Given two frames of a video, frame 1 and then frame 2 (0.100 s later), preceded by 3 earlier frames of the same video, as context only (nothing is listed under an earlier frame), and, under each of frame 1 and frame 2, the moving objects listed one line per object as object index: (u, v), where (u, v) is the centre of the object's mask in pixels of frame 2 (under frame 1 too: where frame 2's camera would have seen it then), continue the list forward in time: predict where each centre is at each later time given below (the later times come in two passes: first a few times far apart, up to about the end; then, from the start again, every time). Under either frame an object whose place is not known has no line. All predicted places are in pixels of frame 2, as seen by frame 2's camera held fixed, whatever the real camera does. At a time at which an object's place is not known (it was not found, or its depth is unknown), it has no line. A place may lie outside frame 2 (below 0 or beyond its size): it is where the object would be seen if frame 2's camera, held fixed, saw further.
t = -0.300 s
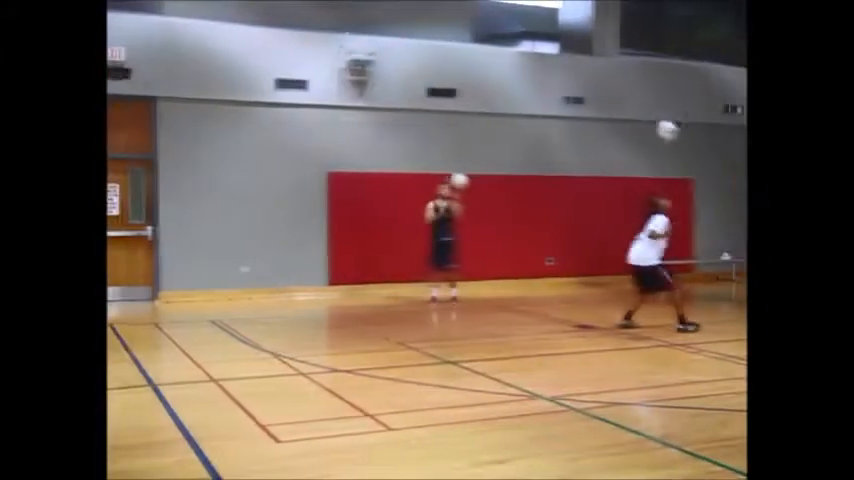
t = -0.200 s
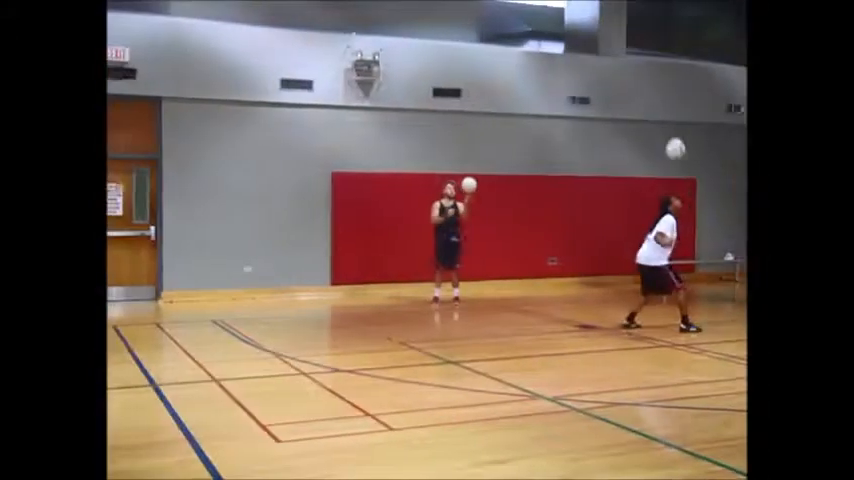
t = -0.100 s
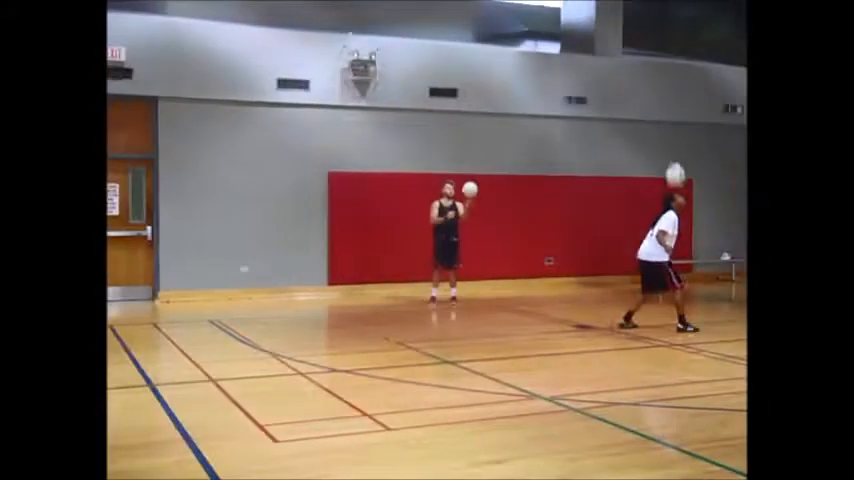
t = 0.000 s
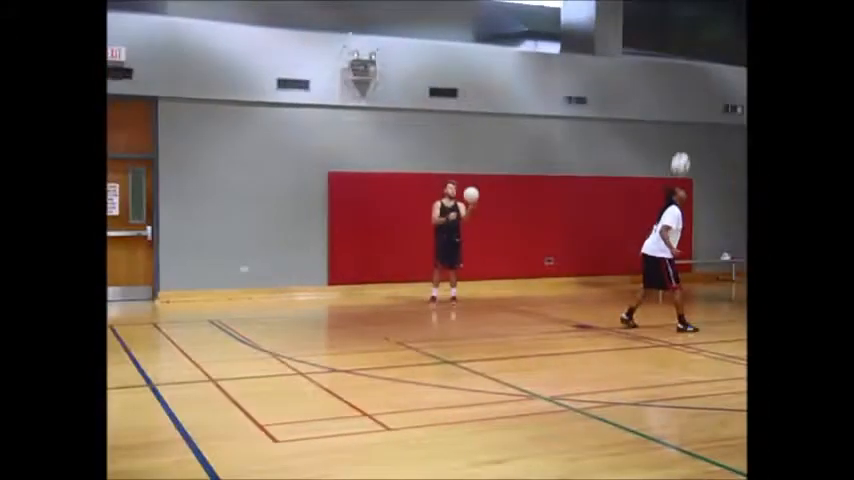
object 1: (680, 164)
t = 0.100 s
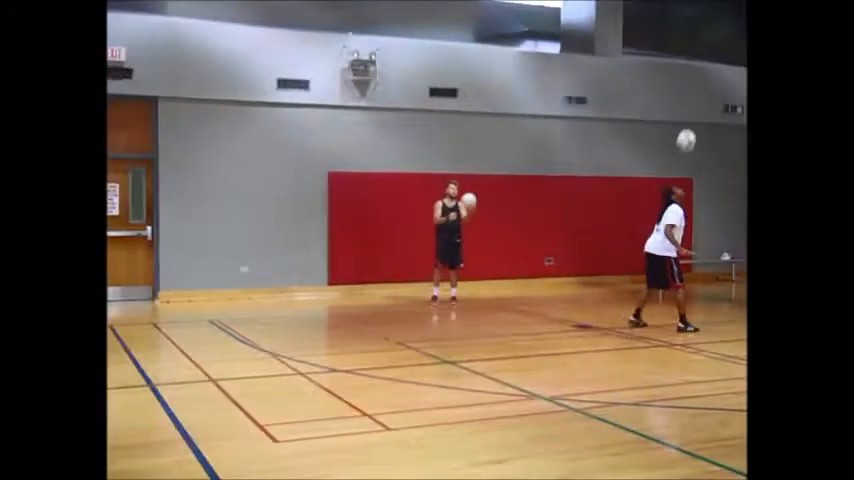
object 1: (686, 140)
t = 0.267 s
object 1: (695, 119)
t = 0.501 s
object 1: (709, 125)
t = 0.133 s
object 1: (688, 134)
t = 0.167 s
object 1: (690, 129)
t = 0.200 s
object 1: (692, 124)
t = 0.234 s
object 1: (694, 121)
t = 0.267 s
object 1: (695, 119)
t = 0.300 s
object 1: (698, 116)
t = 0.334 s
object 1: (700, 116)
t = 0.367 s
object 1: (702, 116)
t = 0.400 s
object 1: (703, 116)
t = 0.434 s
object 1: (705, 118)
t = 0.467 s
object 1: (706, 122)
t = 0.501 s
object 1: (709, 125)
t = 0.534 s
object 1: (711, 130)
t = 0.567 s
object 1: (714, 135)
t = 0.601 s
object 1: (715, 142)
